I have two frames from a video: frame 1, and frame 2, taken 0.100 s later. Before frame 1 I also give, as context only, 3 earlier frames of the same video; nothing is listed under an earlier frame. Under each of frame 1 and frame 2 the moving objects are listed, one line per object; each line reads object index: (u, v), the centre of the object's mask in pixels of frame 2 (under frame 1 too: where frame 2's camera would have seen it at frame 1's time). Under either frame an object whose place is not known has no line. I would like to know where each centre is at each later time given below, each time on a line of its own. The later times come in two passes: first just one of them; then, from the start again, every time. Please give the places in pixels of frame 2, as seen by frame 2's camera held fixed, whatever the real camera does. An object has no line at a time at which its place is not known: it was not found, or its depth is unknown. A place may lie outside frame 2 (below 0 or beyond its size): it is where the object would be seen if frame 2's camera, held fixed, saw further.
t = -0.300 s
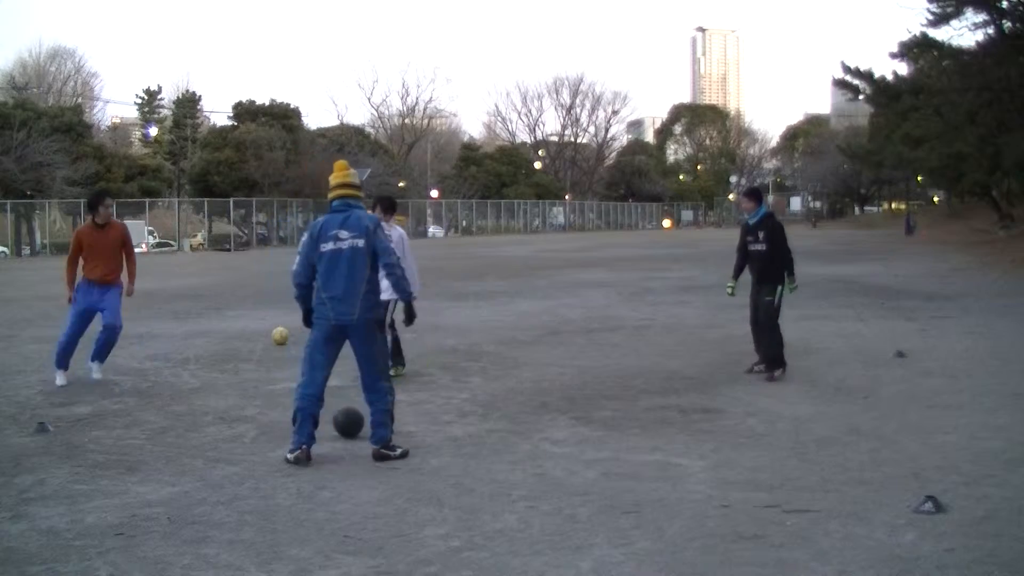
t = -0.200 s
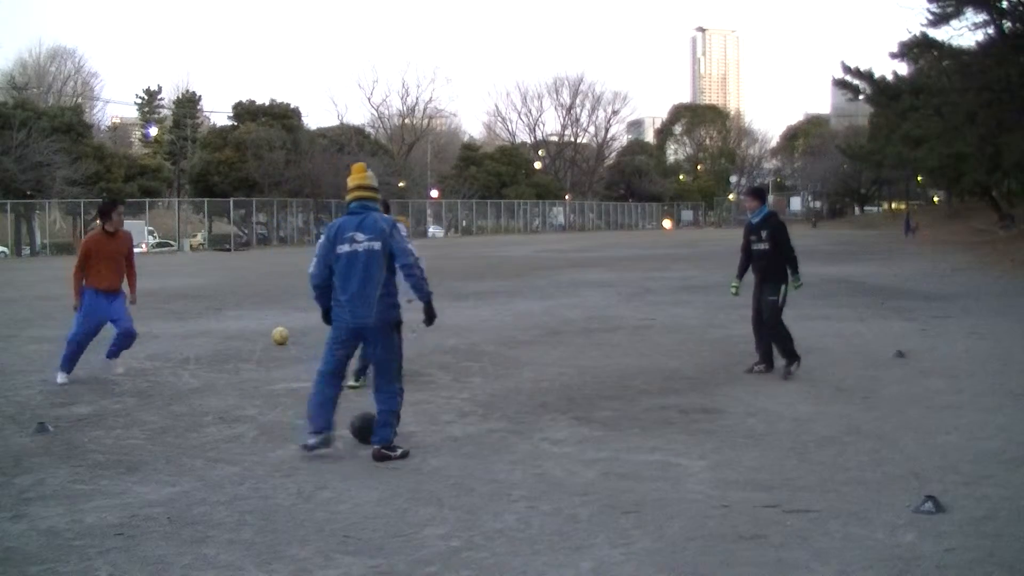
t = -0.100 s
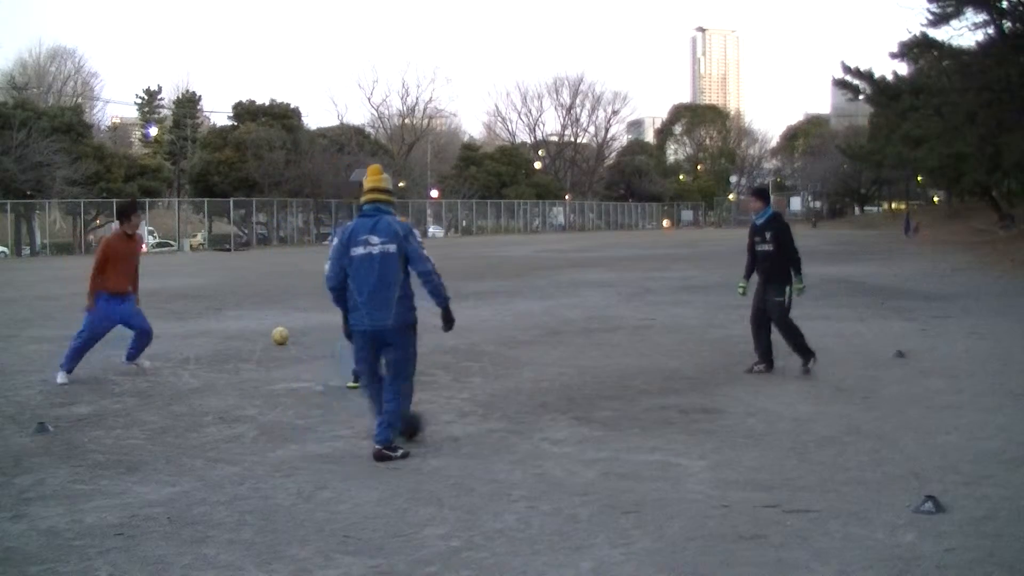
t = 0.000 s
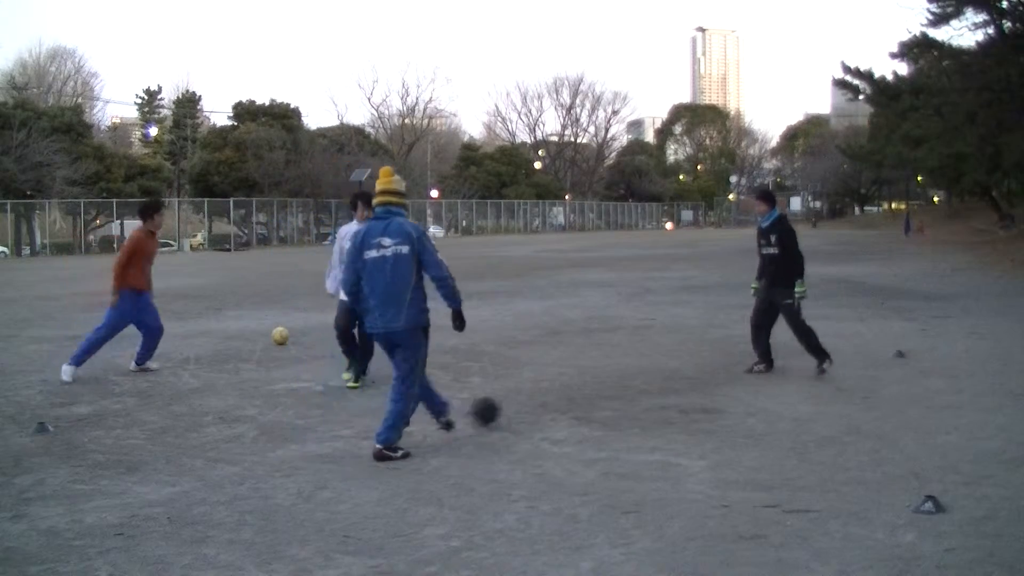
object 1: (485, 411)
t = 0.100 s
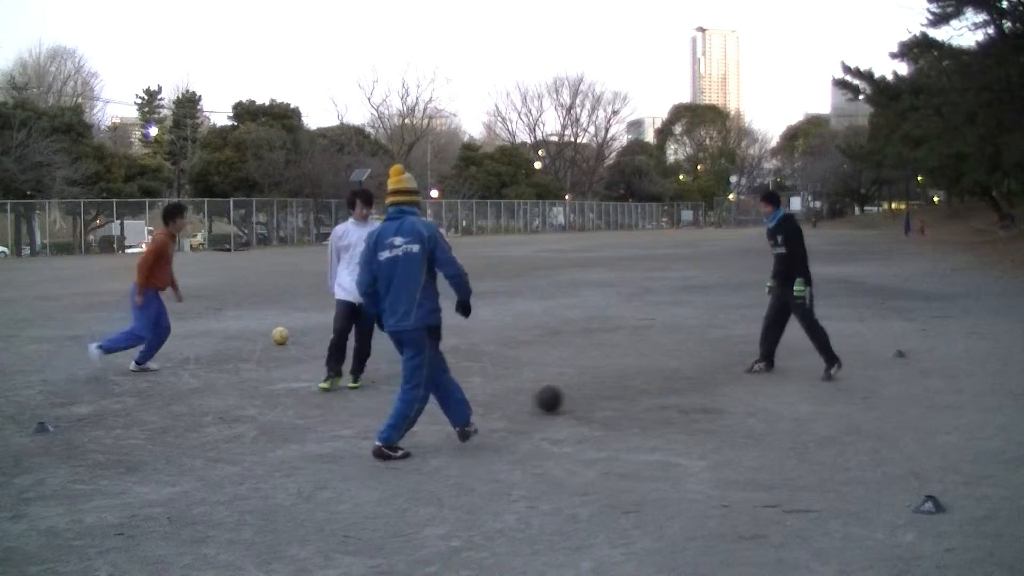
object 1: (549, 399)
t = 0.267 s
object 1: (630, 387)
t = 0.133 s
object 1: (569, 397)
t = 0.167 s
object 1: (585, 393)
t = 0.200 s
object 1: (601, 391)
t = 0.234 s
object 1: (616, 389)
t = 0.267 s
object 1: (630, 387)
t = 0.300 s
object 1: (643, 384)
